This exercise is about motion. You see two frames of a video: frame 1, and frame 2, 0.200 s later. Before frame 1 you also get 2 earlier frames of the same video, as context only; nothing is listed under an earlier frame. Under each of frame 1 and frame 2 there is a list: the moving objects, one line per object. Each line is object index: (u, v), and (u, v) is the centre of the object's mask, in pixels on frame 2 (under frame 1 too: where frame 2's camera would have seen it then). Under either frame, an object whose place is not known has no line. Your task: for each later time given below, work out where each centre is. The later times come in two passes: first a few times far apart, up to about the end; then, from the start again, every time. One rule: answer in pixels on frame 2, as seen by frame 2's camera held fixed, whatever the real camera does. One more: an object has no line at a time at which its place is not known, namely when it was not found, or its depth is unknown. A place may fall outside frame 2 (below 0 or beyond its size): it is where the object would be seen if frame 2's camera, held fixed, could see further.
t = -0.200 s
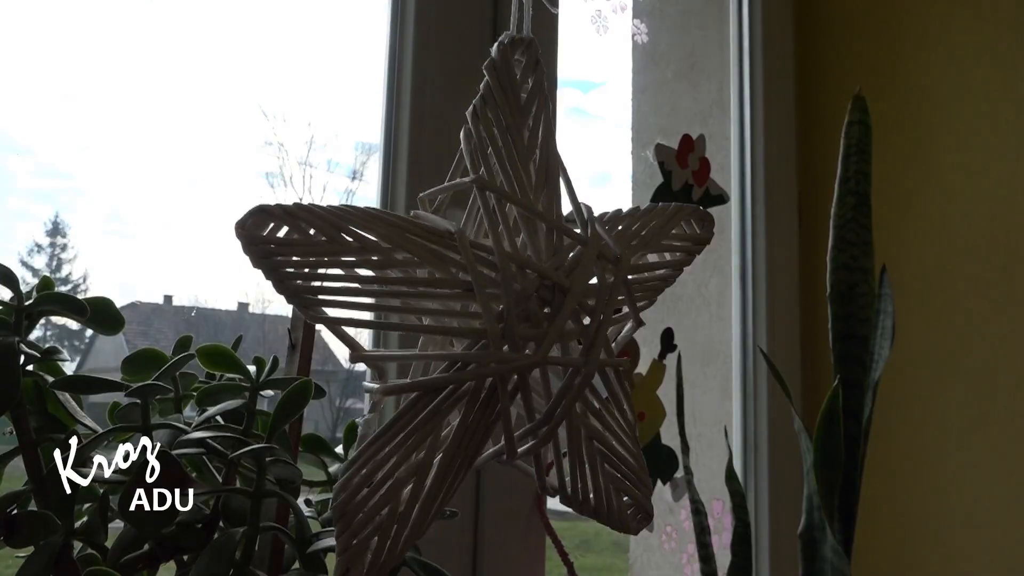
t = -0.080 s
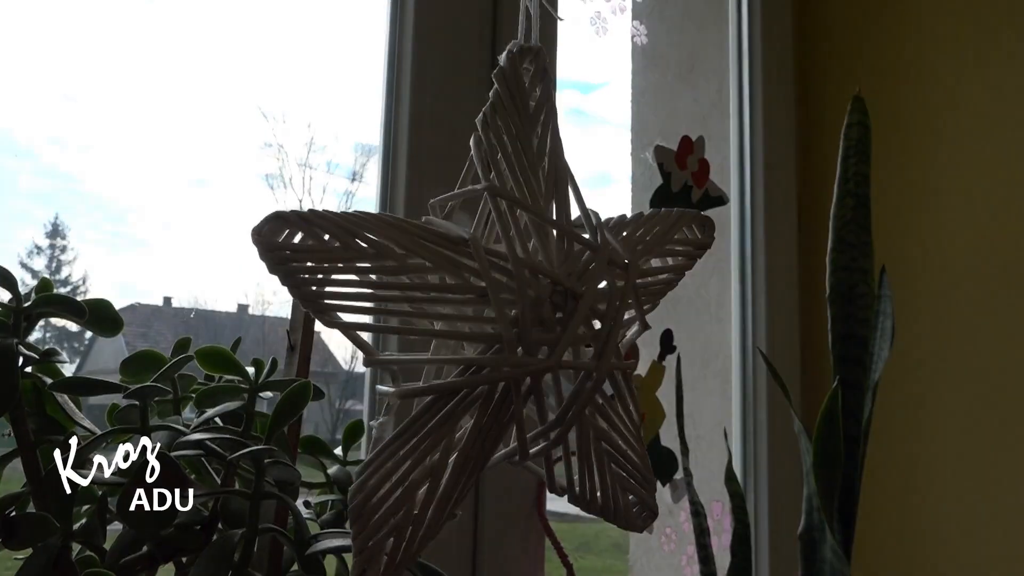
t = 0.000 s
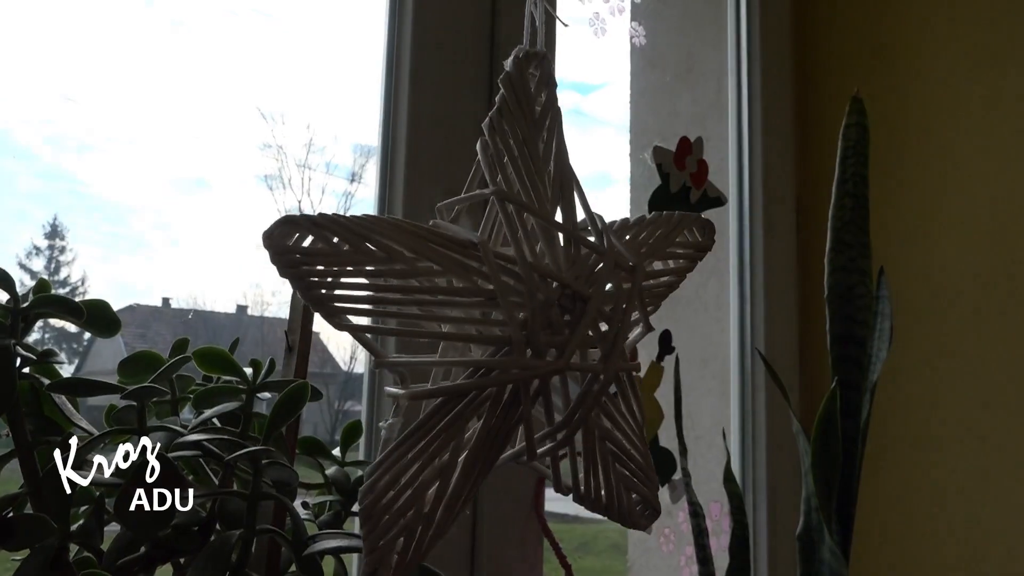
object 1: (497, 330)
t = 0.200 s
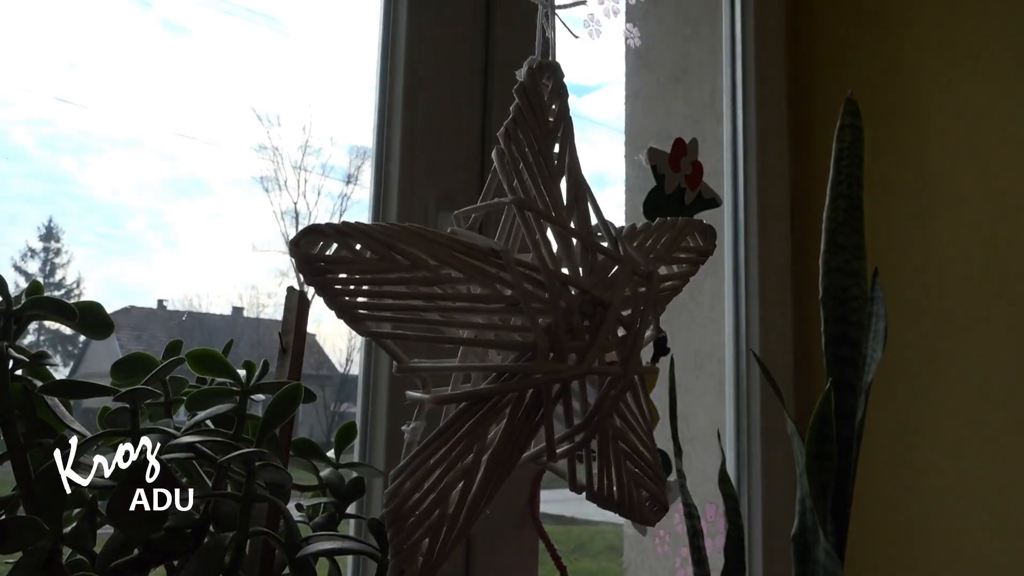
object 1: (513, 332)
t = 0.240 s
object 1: (517, 332)
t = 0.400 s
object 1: (532, 334)
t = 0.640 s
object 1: (539, 334)
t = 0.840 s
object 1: (530, 331)
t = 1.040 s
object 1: (509, 327)
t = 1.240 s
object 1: (482, 322)
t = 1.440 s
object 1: (459, 317)
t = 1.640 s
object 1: (447, 317)
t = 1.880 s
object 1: (455, 320)
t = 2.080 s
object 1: (475, 326)
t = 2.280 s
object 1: (500, 330)
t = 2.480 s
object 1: (523, 332)
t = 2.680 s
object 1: (536, 333)
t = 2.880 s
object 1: (536, 332)
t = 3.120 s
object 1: (519, 328)
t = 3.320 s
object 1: (493, 323)
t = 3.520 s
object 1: (467, 318)
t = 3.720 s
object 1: (453, 315)
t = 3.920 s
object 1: (455, 318)
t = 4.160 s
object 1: (475, 325)
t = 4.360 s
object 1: (500, 330)
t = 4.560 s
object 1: (525, 334)
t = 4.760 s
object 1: (540, 335)
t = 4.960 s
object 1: (543, 333)
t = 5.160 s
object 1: (532, 331)
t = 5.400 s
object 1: (504, 326)
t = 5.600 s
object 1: (477, 320)
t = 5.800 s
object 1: (458, 319)
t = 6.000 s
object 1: (454, 320)
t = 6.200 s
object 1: (466, 324)
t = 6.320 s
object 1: (478, 327)
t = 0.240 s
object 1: (517, 332)
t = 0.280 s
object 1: (521, 333)
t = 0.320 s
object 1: (526, 334)
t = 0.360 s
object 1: (529, 334)
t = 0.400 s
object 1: (532, 334)
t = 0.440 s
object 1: (534, 334)
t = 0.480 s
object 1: (536, 334)
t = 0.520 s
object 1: (537, 334)
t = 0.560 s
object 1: (538, 334)
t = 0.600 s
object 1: (539, 334)
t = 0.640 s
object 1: (539, 334)
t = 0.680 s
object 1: (538, 333)
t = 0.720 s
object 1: (537, 333)
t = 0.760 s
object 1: (535, 332)
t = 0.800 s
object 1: (533, 332)
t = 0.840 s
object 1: (530, 331)
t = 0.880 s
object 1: (527, 331)
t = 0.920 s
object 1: (523, 330)
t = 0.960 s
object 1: (519, 329)
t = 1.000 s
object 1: (514, 328)
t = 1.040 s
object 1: (509, 327)
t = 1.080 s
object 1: (504, 326)
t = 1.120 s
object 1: (498, 325)
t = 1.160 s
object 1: (493, 324)
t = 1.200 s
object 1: (487, 323)
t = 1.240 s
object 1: (482, 322)
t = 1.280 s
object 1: (477, 321)
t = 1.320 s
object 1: (473, 319)
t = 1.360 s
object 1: (467, 318)
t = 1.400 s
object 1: (463, 317)
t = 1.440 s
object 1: (459, 317)
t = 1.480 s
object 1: (455, 317)
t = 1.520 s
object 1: (452, 317)
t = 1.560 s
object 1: (450, 316)
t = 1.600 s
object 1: (448, 317)
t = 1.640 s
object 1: (447, 317)
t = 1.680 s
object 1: (447, 317)
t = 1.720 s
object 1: (447, 317)
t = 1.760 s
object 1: (448, 318)
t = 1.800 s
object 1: (450, 318)
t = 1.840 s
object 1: (452, 319)
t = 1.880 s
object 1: (455, 320)
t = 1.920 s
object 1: (459, 321)
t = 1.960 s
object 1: (462, 322)
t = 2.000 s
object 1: (467, 323)
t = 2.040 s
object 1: (471, 325)
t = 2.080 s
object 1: (475, 326)
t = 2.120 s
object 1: (480, 327)
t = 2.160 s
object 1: (485, 327)
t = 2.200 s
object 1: (490, 329)
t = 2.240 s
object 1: (495, 330)
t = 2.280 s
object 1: (500, 330)
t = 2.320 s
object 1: (506, 330)
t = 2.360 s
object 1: (510, 331)
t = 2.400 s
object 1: (515, 332)
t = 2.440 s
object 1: (519, 332)
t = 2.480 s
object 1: (523, 332)
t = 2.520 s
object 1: (527, 333)
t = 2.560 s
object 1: (530, 333)
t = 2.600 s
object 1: (533, 334)
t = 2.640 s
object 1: (535, 334)
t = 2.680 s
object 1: (536, 333)
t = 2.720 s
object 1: (537, 333)
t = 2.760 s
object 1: (537, 333)
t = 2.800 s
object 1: (538, 333)
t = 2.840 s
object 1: (537, 332)
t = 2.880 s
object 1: (536, 332)
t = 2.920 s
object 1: (535, 332)
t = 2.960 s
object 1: (532, 331)
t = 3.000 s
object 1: (530, 330)
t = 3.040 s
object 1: (526, 330)
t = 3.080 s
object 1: (523, 329)
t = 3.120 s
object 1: (519, 328)
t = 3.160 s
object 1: (514, 327)
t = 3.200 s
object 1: (509, 326)
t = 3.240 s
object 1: (504, 325)
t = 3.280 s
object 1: (498, 324)
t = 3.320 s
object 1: (493, 323)
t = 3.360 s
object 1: (487, 321)
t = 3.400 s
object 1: (483, 320)
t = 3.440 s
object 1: (477, 319)
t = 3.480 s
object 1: (472, 318)
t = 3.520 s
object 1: (467, 318)
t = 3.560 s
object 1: (464, 317)
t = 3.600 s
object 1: (460, 317)
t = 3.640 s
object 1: (458, 316)
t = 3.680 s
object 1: (455, 316)
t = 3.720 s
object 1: (453, 315)
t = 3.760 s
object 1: (452, 316)
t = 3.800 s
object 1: (452, 316)
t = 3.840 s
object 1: (452, 316)
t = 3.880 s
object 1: (453, 317)
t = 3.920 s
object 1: (455, 318)
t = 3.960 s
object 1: (457, 319)
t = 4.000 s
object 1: (460, 320)
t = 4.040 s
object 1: (463, 322)
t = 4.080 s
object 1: (466, 324)
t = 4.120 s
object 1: (470, 325)
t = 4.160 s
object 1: (475, 325)
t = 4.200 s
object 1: (479, 326)
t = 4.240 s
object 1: (484, 328)
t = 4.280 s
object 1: (489, 329)
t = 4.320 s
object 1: (495, 329)
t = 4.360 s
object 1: (500, 330)
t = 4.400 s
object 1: (506, 331)
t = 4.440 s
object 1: (511, 332)
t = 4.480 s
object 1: (516, 332)
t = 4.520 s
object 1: (520, 333)
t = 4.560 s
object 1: (525, 334)
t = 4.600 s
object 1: (529, 334)
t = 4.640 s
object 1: (532, 335)
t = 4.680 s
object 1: (535, 335)
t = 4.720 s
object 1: (538, 335)
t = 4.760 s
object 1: (540, 335)
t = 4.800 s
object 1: (542, 334)
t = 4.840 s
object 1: (543, 334)
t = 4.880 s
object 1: (544, 334)
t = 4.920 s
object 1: (544, 334)
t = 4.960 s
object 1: (543, 333)
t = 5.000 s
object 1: (542, 333)
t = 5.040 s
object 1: (540, 332)
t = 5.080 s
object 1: (538, 332)
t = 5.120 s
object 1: (535, 331)
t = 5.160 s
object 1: (532, 331)
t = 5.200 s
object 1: (529, 330)
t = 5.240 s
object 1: (524, 329)
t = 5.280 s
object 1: (520, 329)
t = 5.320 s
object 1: (515, 328)
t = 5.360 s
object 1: (509, 327)
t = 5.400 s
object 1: (504, 326)
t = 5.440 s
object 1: (498, 324)
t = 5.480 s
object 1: (493, 323)
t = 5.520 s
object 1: (487, 322)
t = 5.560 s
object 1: (482, 321)
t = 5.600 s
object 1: (477, 320)
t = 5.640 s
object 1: (472, 319)
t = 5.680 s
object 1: (469, 319)
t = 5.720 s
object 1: (464, 318)
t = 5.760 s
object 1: (461, 318)
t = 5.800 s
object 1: (458, 319)
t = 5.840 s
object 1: (456, 318)
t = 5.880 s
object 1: (455, 318)
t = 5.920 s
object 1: (454, 319)
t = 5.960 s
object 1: (454, 319)
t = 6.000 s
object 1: (454, 320)
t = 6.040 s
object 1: (456, 320)
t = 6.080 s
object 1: (457, 322)
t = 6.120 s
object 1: (459, 323)
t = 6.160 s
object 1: (463, 323)
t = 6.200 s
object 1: (466, 324)
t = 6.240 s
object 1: (470, 325)
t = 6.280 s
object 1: (474, 326)
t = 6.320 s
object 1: (478, 327)
